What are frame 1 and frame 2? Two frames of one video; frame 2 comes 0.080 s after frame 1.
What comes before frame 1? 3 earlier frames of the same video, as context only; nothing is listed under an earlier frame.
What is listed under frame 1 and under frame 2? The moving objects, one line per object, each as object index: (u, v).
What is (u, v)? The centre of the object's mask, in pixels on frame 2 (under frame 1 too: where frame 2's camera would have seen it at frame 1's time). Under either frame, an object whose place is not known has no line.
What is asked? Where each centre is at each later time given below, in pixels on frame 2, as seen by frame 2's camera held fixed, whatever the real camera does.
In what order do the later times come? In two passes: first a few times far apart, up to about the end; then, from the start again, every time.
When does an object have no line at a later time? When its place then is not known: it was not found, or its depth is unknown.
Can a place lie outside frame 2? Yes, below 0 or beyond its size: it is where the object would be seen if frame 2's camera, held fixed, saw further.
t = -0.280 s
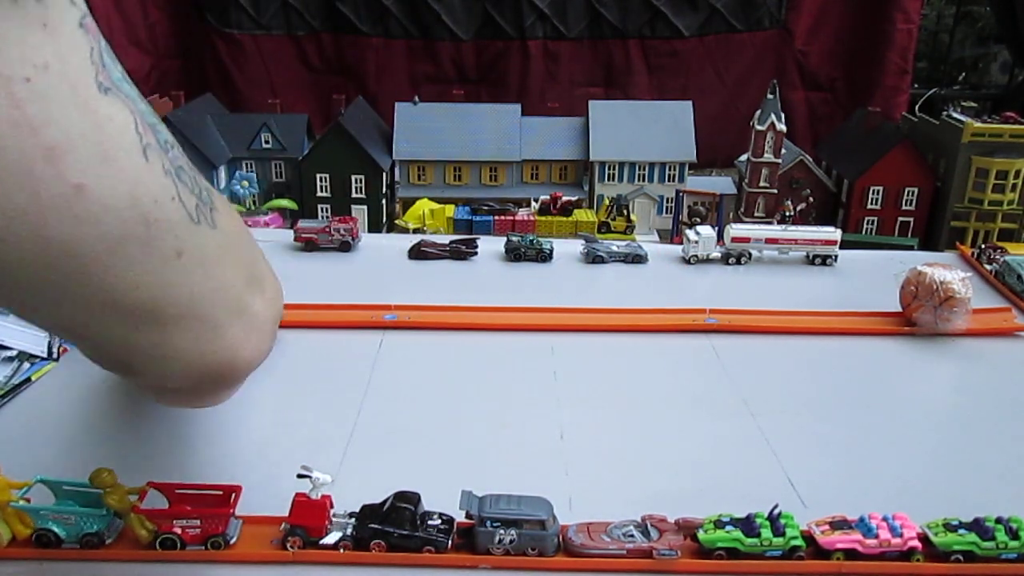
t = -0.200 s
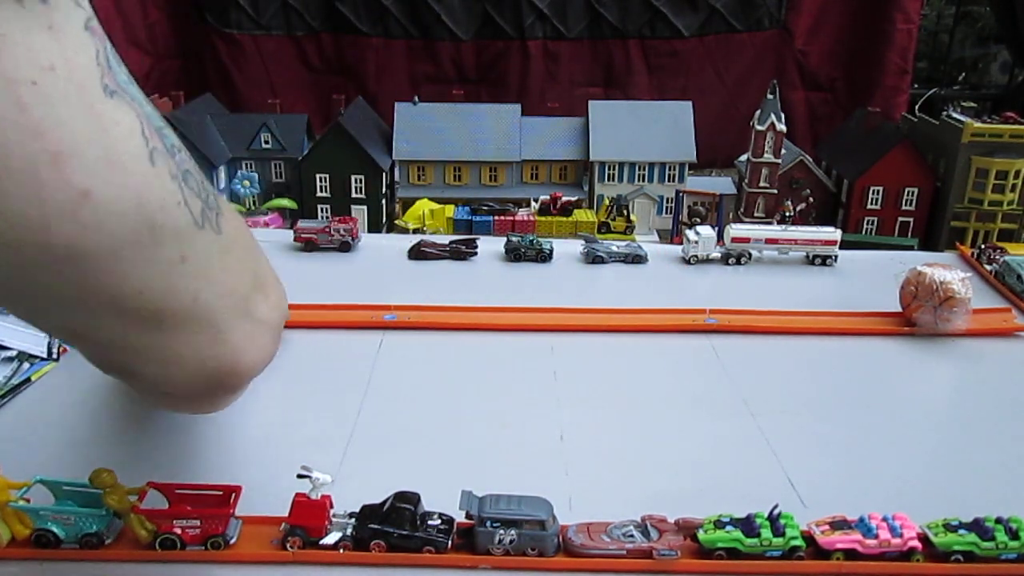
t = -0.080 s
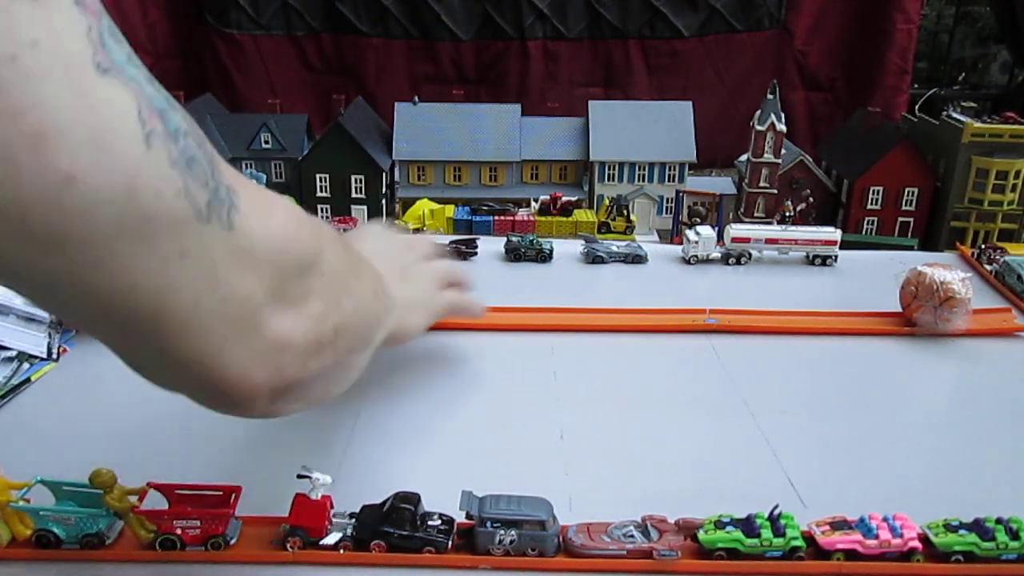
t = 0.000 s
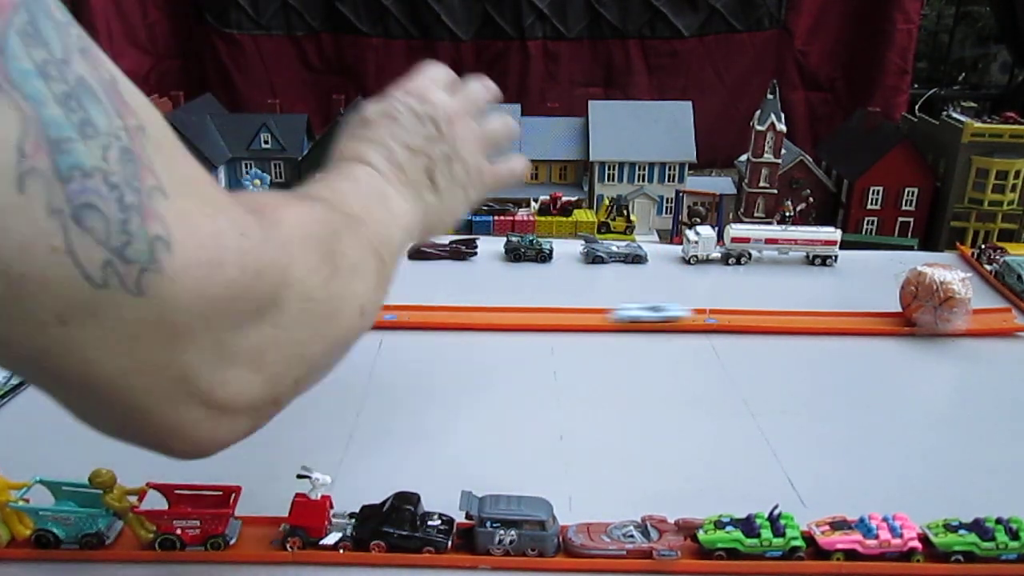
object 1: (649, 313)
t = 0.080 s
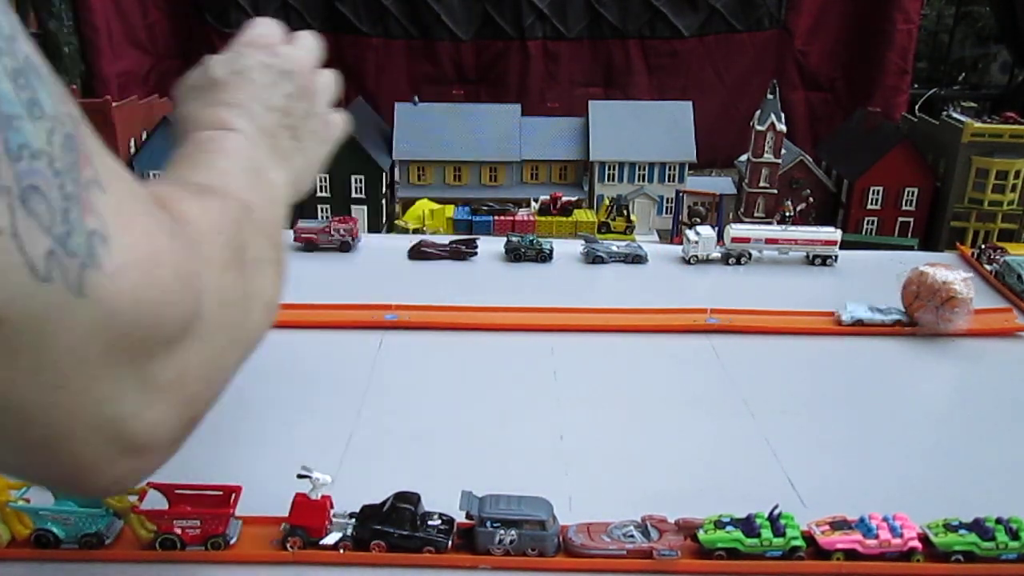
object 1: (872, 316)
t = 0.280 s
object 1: (698, 301)
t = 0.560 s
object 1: (543, 306)
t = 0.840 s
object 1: (532, 305)
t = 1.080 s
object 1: (532, 305)
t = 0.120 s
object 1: (842, 280)
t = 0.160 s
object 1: (809, 262)
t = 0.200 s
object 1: (774, 260)
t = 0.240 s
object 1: (739, 275)
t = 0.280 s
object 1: (698, 301)
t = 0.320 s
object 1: (667, 298)
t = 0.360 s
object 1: (639, 298)
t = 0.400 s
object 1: (612, 303)
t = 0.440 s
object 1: (589, 300)
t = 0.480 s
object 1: (570, 301)
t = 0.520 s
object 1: (555, 304)
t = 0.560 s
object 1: (543, 306)
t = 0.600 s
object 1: (535, 305)
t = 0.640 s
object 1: (533, 305)
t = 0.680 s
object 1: (533, 305)
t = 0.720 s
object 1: (533, 305)
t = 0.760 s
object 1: (533, 305)
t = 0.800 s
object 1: (532, 305)
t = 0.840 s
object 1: (532, 305)
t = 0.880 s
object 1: (532, 305)
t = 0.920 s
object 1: (532, 305)
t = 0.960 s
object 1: (533, 305)
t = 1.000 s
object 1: (532, 305)
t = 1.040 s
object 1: (533, 305)
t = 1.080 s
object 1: (532, 305)
